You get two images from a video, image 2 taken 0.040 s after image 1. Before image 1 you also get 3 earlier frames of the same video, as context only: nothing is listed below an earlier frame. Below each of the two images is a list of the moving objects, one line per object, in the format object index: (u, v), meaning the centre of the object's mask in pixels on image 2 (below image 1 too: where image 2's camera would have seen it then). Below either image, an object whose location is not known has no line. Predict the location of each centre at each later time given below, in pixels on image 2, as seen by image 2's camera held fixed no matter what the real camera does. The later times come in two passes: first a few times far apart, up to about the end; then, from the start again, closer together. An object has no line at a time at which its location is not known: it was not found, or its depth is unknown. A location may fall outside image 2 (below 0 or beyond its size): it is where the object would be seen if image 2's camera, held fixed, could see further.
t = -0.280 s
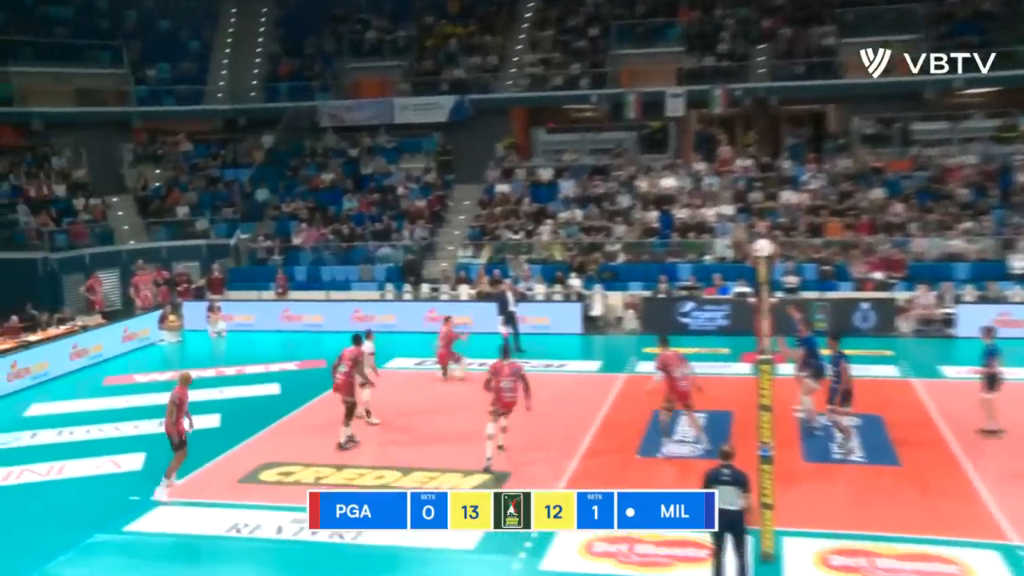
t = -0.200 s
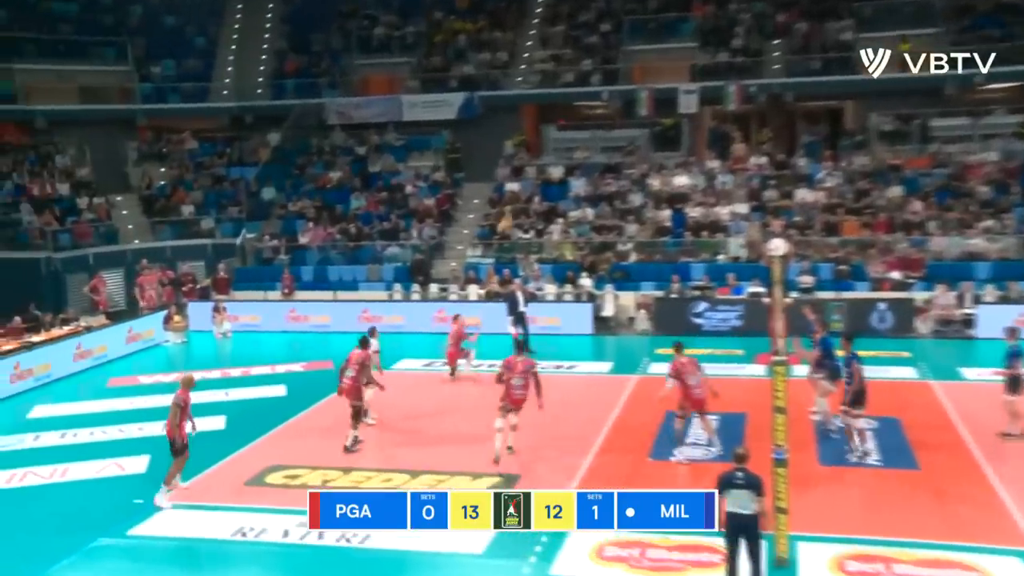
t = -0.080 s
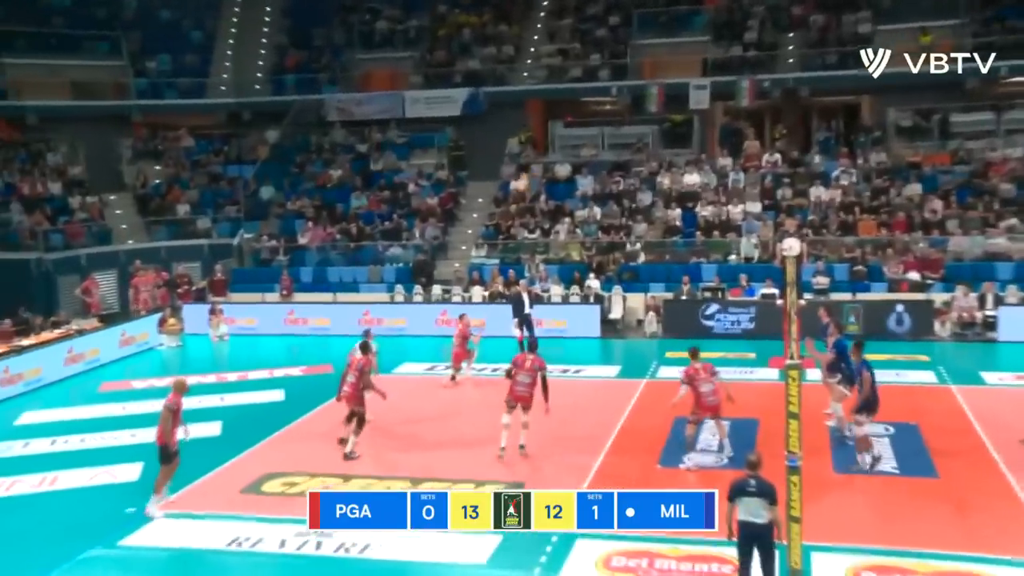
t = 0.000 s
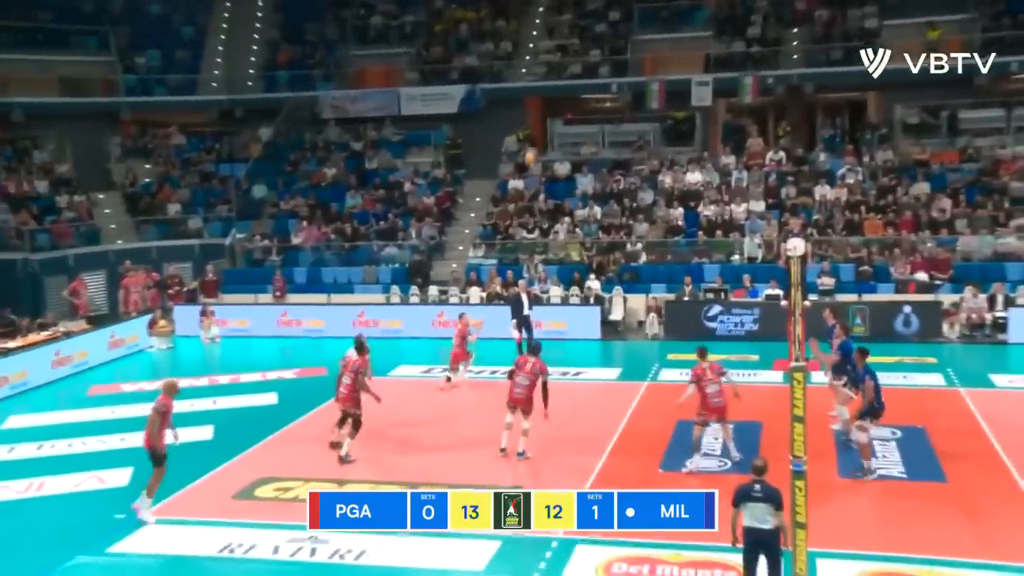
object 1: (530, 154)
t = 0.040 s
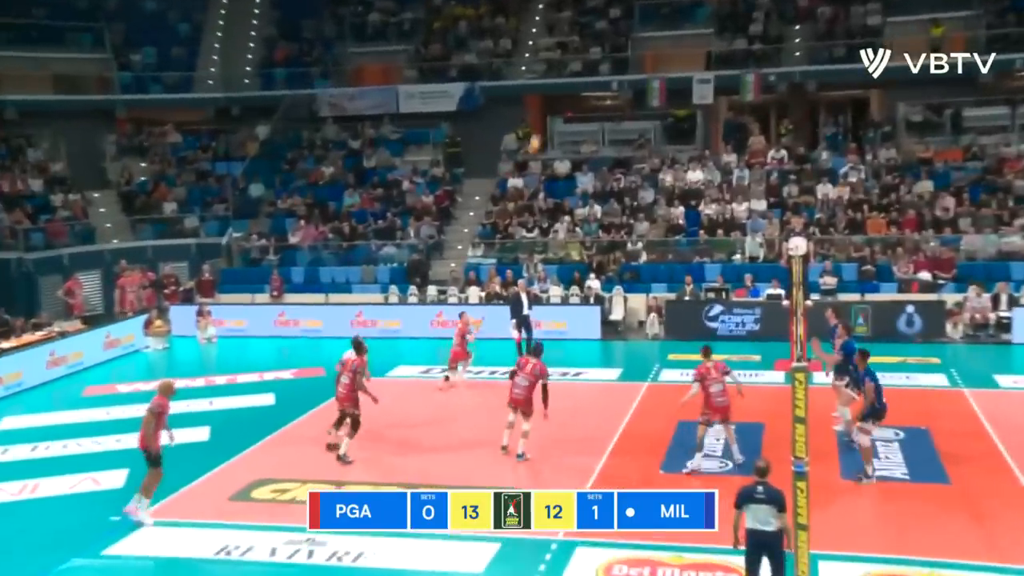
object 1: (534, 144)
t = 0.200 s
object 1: (551, 105)
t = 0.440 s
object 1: (577, 71)
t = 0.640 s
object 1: (598, 66)
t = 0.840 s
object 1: (620, 83)
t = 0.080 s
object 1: (539, 133)
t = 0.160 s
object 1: (547, 113)
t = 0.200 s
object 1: (551, 105)
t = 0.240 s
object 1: (555, 97)
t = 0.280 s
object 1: (559, 91)
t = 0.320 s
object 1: (564, 85)
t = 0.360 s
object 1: (568, 79)
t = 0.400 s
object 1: (573, 74)
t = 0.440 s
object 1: (577, 71)
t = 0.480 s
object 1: (581, 68)
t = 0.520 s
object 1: (585, 66)
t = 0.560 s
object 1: (589, 66)
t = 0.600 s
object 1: (594, 65)
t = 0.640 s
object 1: (598, 66)
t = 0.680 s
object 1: (602, 66)
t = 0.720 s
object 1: (606, 70)
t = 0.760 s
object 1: (613, 74)
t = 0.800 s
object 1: (616, 79)
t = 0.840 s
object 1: (620, 83)
